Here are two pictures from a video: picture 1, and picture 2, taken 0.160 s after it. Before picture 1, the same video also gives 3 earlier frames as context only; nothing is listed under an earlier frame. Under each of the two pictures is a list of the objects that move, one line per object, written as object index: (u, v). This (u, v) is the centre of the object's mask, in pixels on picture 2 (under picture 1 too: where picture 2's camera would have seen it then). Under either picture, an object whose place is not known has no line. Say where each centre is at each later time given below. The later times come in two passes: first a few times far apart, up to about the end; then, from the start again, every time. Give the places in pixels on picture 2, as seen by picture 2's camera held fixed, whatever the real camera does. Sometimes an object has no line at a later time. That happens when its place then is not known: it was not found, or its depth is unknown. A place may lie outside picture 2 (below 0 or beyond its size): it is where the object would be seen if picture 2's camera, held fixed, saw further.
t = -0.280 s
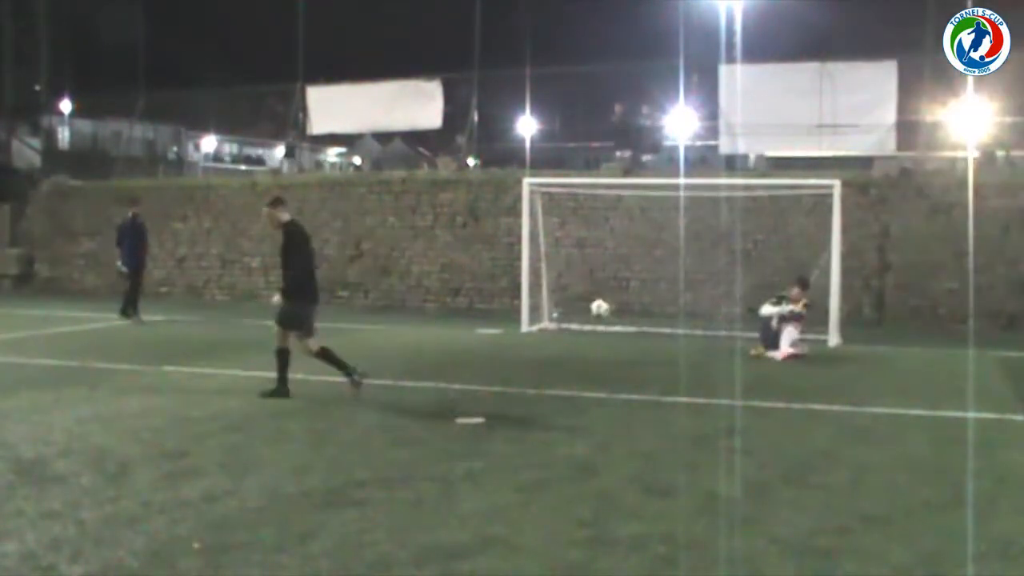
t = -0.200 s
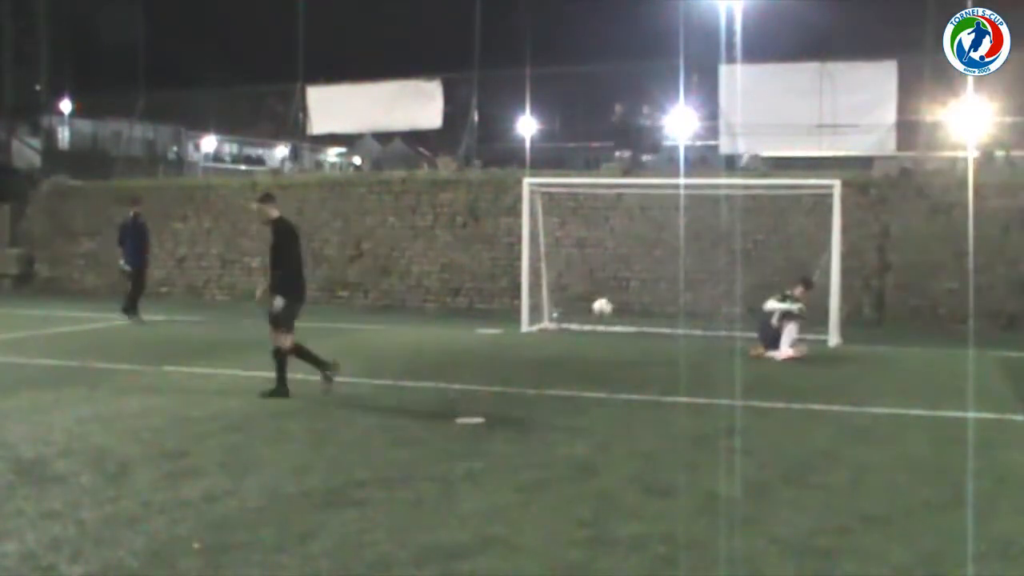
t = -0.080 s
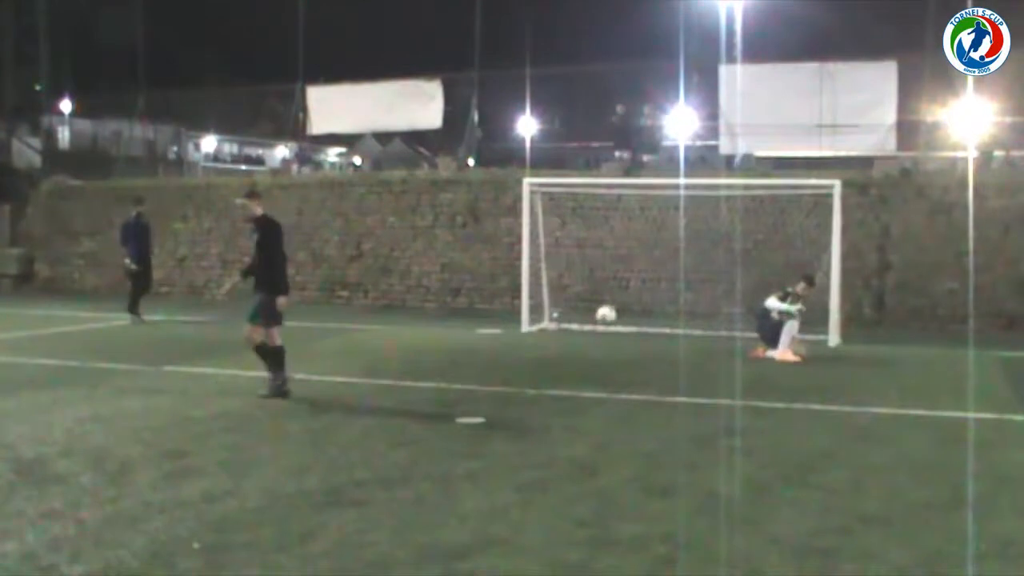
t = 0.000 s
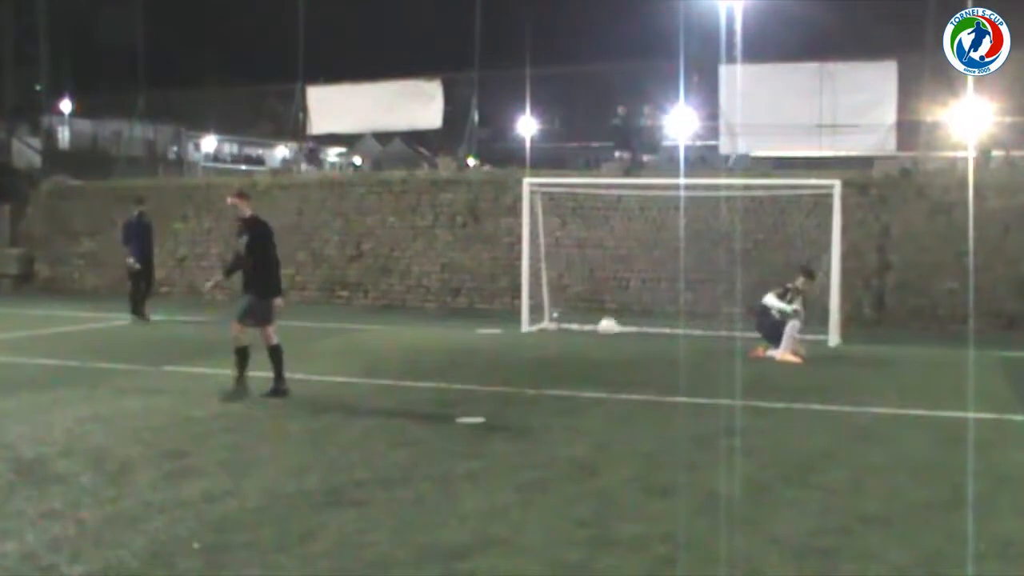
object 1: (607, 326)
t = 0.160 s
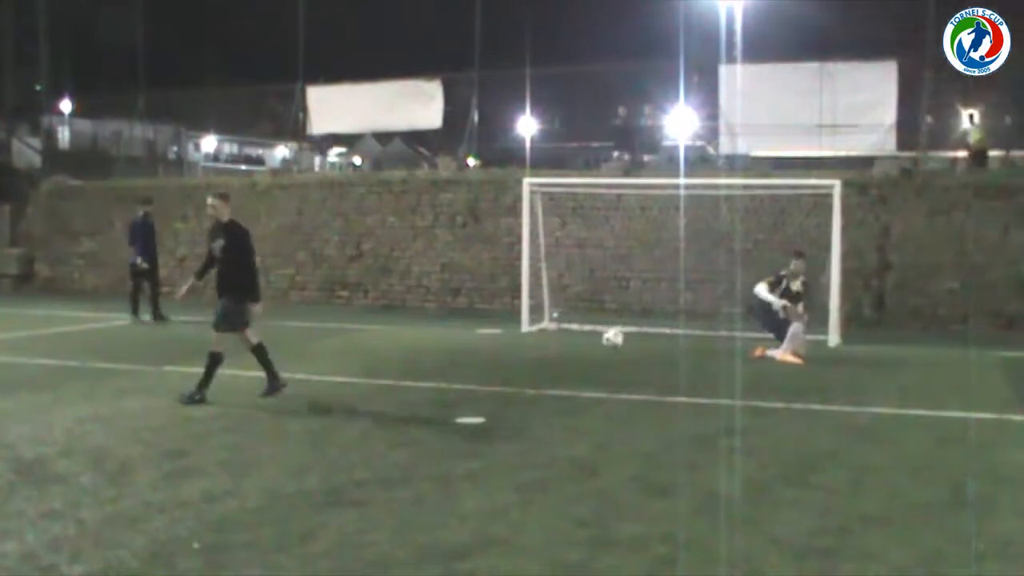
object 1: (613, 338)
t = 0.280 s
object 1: (617, 330)
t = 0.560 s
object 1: (625, 355)
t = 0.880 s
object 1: (636, 365)
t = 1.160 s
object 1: (648, 377)
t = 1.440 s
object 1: (660, 388)
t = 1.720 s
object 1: (675, 399)
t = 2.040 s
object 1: (692, 413)
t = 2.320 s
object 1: (710, 427)
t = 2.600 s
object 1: (729, 440)
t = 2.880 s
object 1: (751, 455)
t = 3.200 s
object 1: (775, 474)
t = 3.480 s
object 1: (797, 492)
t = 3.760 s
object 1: (819, 511)
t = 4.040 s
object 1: (842, 532)
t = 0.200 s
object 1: (615, 334)
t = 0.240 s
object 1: (615, 332)
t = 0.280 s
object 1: (617, 330)
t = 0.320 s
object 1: (618, 331)
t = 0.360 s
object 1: (619, 333)
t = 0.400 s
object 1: (620, 336)
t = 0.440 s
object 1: (621, 341)
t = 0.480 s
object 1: (622, 348)
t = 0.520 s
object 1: (624, 356)
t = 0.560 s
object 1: (625, 355)
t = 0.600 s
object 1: (626, 352)
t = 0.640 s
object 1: (627, 352)
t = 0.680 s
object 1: (628, 352)
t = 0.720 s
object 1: (630, 354)
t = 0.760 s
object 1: (631, 357)
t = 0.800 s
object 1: (633, 362)
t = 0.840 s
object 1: (634, 366)
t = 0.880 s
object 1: (636, 365)
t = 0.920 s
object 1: (637, 365)
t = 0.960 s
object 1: (639, 367)
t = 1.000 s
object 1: (640, 370)
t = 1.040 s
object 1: (642, 373)
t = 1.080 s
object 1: (644, 373)
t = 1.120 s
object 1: (646, 376)
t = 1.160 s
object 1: (648, 377)
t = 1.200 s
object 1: (649, 378)
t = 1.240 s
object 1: (650, 380)
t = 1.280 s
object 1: (653, 380)
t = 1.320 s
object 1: (654, 384)
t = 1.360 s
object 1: (656, 384)
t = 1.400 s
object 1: (658, 387)
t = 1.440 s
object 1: (660, 388)
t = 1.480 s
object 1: (662, 389)
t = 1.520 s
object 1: (664, 391)
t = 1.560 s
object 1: (666, 392)
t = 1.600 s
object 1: (668, 394)
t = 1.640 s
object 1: (670, 395)
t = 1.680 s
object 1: (671, 397)
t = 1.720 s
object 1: (675, 399)
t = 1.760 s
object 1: (676, 400)
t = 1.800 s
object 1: (678, 402)
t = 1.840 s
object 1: (681, 403)
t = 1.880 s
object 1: (682, 405)
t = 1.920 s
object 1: (685, 407)
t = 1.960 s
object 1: (687, 408)
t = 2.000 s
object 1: (689, 410)
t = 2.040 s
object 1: (692, 413)
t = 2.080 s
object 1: (694, 414)
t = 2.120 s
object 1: (697, 416)
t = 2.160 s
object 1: (699, 418)
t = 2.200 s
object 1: (701, 420)
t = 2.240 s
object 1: (704, 423)
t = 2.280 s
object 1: (707, 424)
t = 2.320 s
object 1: (710, 427)
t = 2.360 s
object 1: (713, 428)
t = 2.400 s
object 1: (715, 430)
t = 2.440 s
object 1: (717, 432)
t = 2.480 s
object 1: (720, 434)
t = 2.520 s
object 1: (723, 436)
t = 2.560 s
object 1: (726, 438)
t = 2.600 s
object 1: (729, 440)
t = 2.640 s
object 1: (732, 443)
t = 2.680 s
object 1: (736, 445)
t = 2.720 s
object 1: (739, 446)
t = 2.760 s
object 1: (741, 448)
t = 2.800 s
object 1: (745, 450)
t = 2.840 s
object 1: (748, 452)
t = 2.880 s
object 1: (751, 455)
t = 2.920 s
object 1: (754, 457)
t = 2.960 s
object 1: (757, 460)
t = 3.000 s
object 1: (761, 461)
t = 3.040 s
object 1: (764, 465)
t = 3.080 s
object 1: (767, 467)
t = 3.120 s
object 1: (769, 469)
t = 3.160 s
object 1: (772, 471)
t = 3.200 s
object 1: (775, 474)
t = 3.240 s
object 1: (778, 476)
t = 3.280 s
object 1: (781, 479)
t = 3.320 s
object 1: (784, 481)
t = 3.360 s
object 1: (787, 484)
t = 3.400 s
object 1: (790, 486)
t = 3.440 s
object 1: (794, 490)
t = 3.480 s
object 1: (797, 492)
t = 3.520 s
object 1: (800, 495)
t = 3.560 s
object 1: (802, 497)
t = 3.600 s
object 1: (806, 500)
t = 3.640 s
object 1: (810, 503)
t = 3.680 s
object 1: (813, 506)
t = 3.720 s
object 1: (816, 507)
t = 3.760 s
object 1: (819, 511)
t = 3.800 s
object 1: (822, 514)
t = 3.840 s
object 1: (826, 517)
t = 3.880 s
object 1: (830, 519)
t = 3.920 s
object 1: (833, 523)
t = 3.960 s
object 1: (836, 525)
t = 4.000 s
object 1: (840, 528)
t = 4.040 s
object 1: (842, 532)
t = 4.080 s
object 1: (846, 534)
